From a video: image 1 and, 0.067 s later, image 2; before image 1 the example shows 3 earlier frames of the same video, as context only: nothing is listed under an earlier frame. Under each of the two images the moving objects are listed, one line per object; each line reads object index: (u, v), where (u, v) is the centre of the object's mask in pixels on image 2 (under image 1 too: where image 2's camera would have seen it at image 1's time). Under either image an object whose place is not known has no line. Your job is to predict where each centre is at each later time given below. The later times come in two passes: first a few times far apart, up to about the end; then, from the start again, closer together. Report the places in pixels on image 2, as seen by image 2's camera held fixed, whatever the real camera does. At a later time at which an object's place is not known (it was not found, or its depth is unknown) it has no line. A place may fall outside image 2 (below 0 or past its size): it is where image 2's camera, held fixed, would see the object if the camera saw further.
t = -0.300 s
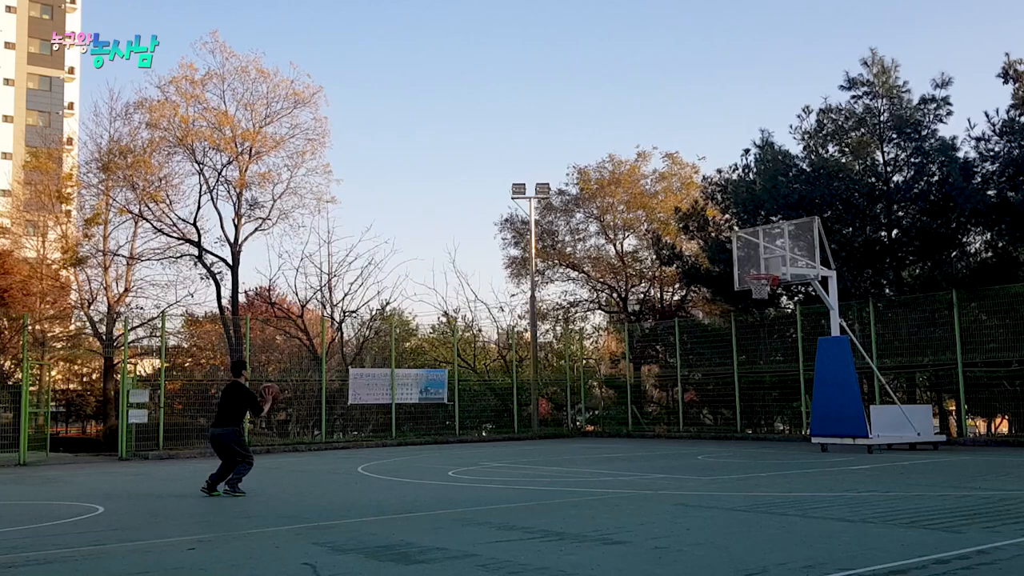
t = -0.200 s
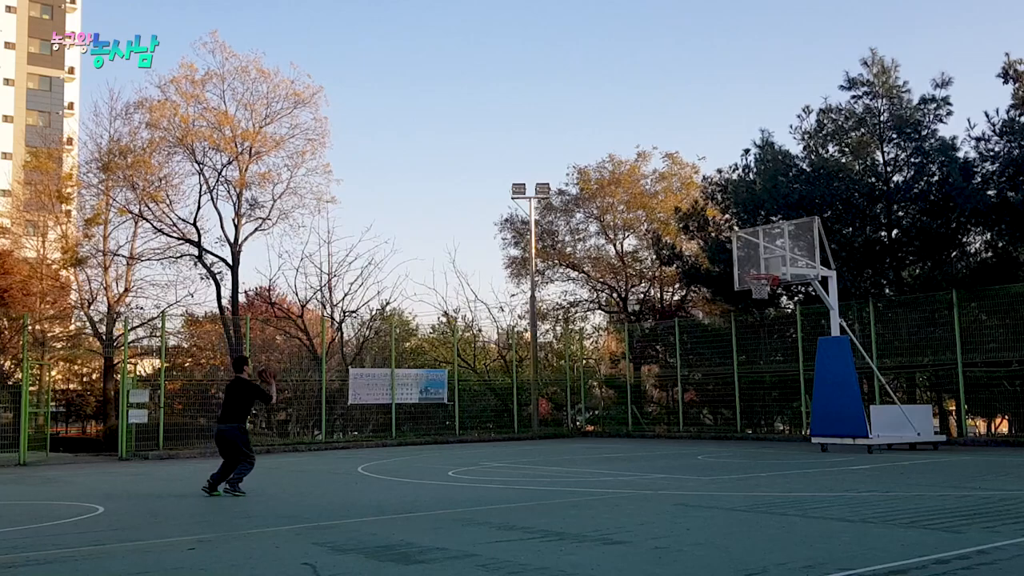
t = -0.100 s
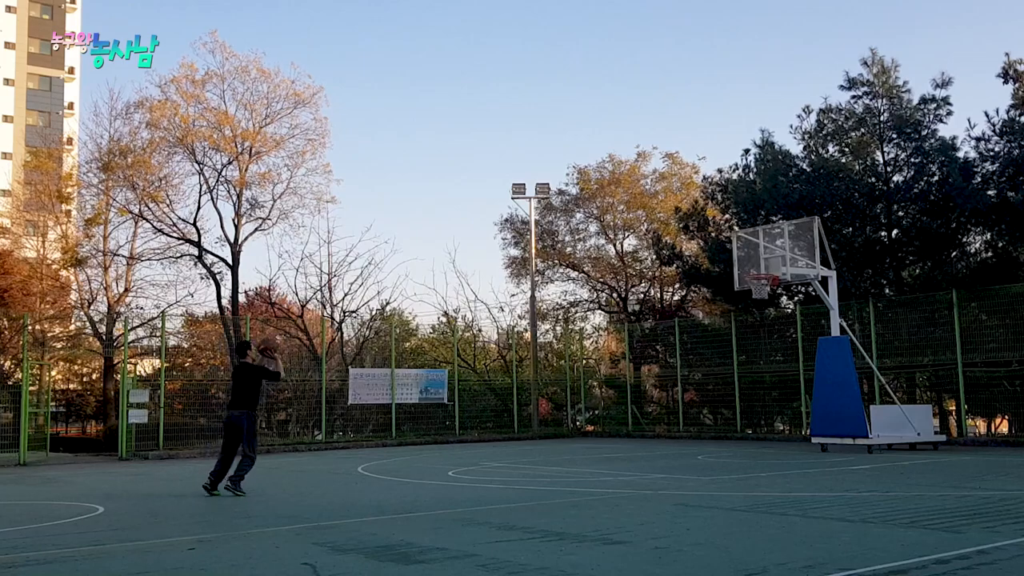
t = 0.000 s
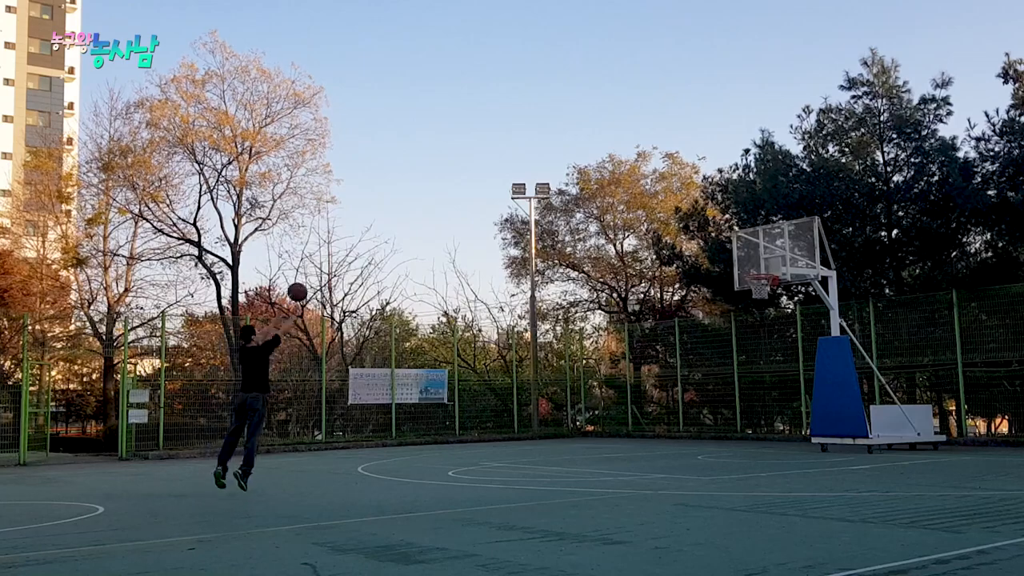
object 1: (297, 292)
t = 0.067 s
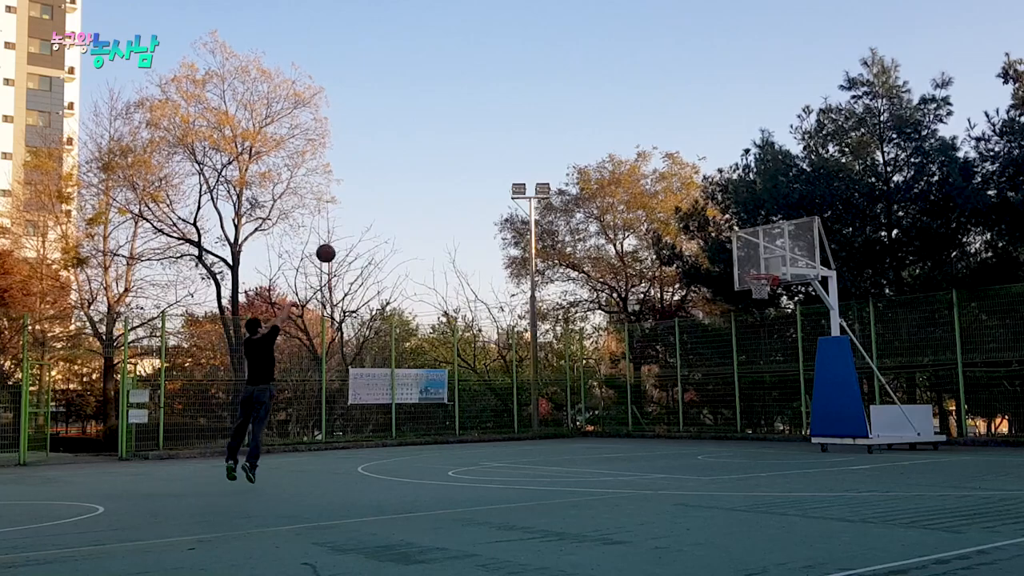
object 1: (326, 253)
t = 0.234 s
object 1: (390, 177)
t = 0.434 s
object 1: (460, 120)
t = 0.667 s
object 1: (533, 92)
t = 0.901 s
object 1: (599, 101)
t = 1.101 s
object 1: (652, 134)
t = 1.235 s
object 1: (685, 168)
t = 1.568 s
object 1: (761, 276)
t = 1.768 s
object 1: (755, 284)
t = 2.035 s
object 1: (764, 299)
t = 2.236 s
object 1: (770, 319)
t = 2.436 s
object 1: (775, 372)
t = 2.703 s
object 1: (785, 434)
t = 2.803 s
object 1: (785, 407)
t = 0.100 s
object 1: (339, 235)
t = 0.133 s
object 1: (352, 219)
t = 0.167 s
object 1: (365, 204)
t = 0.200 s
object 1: (378, 190)
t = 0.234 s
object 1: (390, 177)
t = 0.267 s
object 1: (402, 165)
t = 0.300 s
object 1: (414, 154)
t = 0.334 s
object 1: (426, 144)
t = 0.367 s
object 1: (438, 135)
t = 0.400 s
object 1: (449, 127)
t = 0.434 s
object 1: (460, 120)
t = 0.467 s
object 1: (471, 113)
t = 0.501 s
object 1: (482, 108)
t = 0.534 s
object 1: (492, 103)
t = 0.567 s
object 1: (503, 99)
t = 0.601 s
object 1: (513, 96)
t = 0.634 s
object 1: (523, 94)
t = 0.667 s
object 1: (533, 92)
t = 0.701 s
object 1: (543, 92)
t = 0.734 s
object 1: (553, 92)
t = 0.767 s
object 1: (562, 92)
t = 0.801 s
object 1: (572, 93)
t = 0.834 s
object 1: (581, 96)
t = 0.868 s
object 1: (590, 98)
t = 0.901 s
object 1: (599, 101)
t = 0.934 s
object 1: (608, 105)
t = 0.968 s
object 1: (617, 110)
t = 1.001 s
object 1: (626, 115)
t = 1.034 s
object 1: (635, 121)
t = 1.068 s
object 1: (643, 127)
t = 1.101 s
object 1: (652, 134)
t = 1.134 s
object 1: (660, 142)
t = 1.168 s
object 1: (669, 150)
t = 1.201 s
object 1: (677, 159)
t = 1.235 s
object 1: (685, 168)
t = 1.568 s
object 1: (761, 276)
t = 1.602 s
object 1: (762, 279)
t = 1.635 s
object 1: (759, 284)
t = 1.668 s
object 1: (750, 282)
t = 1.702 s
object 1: (758, 281)
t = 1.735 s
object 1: (750, 285)
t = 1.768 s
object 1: (755, 284)
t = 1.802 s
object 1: (756, 285)
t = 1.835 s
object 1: (755, 288)
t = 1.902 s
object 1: (758, 291)
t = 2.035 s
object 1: (764, 299)
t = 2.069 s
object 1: (764, 301)
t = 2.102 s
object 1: (765, 303)
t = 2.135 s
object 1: (767, 309)
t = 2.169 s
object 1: (768, 312)
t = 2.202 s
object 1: (769, 315)
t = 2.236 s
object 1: (770, 319)
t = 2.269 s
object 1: (770, 329)
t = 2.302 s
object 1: (771, 337)
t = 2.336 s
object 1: (772, 345)
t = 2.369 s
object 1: (773, 353)
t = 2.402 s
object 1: (774, 363)
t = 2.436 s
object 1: (775, 372)
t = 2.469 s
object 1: (777, 382)
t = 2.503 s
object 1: (779, 394)
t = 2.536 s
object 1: (781, 407)
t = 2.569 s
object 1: (782, 420)
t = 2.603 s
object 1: (784, 433)
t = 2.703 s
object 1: (785, 434)
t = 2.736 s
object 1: (785, 425)
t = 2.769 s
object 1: (785, 416)
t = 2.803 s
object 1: (785, 407)
